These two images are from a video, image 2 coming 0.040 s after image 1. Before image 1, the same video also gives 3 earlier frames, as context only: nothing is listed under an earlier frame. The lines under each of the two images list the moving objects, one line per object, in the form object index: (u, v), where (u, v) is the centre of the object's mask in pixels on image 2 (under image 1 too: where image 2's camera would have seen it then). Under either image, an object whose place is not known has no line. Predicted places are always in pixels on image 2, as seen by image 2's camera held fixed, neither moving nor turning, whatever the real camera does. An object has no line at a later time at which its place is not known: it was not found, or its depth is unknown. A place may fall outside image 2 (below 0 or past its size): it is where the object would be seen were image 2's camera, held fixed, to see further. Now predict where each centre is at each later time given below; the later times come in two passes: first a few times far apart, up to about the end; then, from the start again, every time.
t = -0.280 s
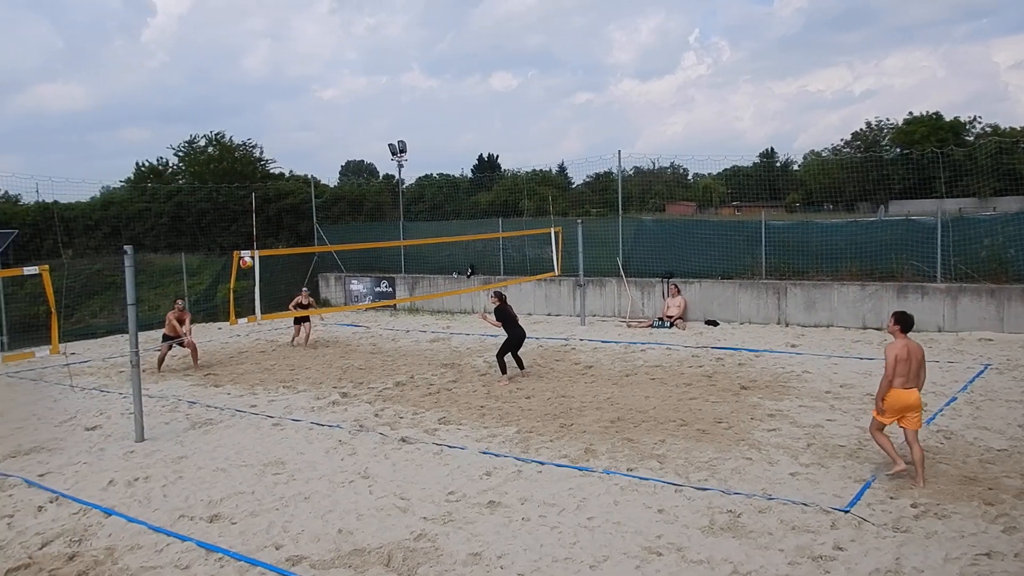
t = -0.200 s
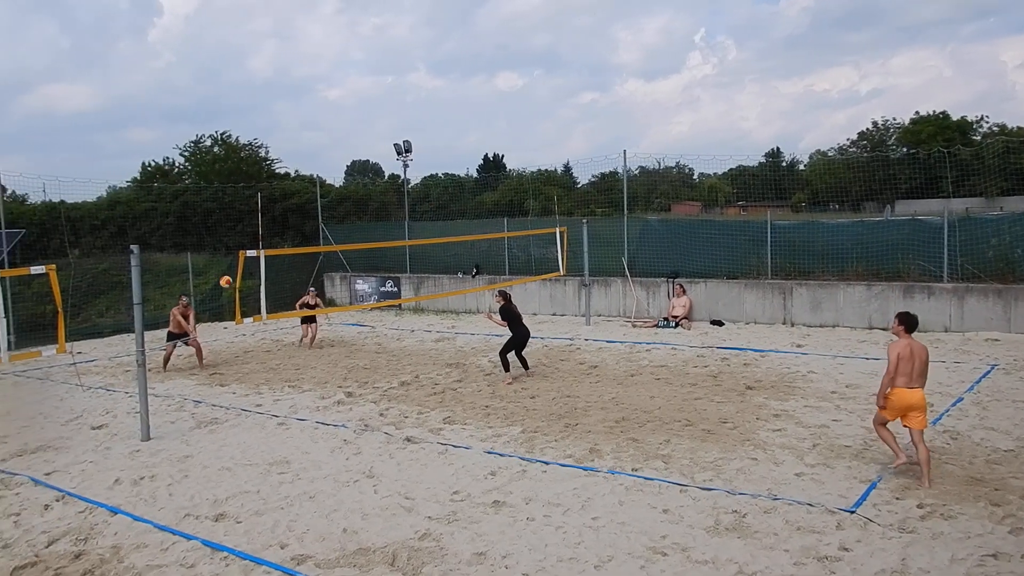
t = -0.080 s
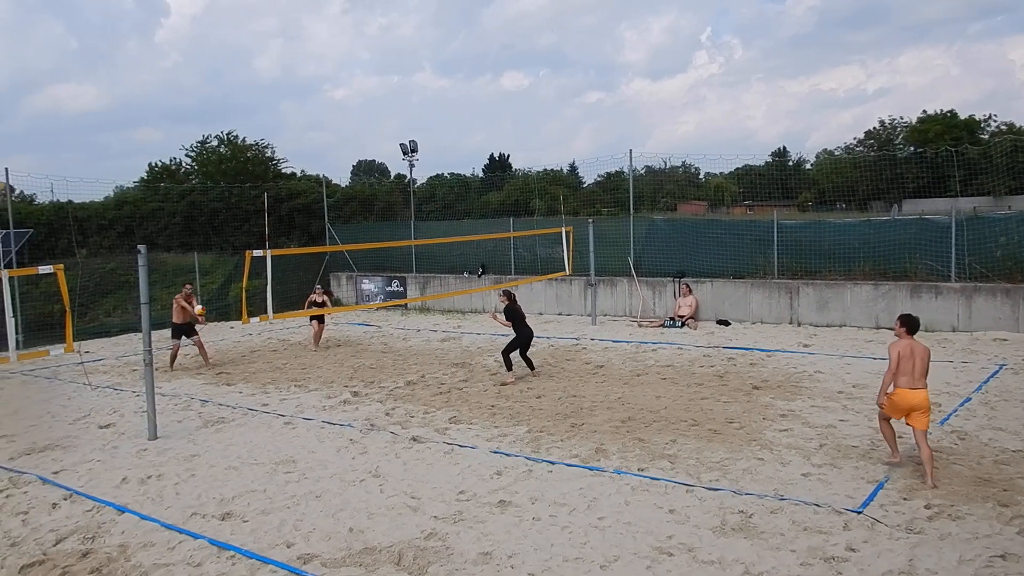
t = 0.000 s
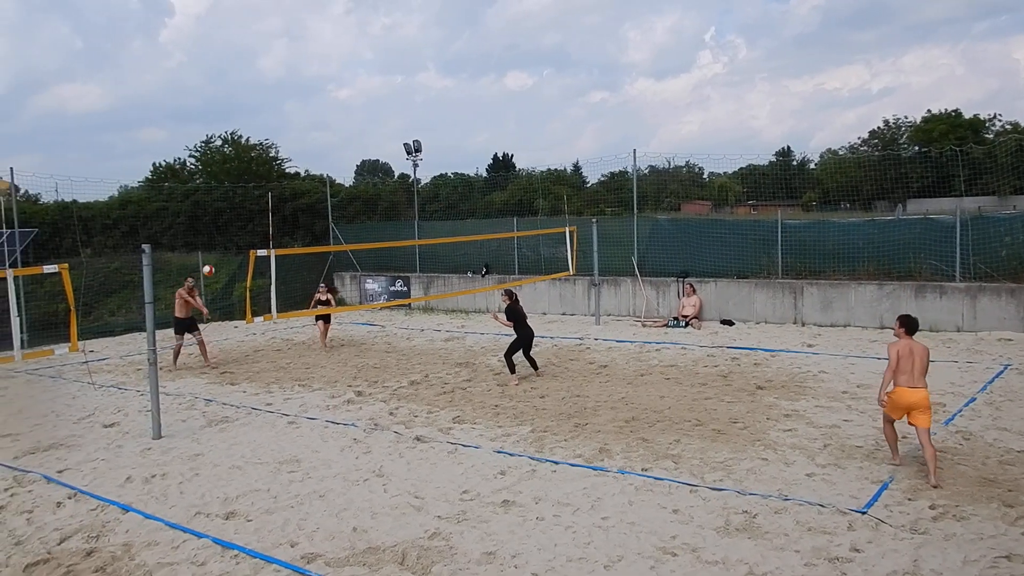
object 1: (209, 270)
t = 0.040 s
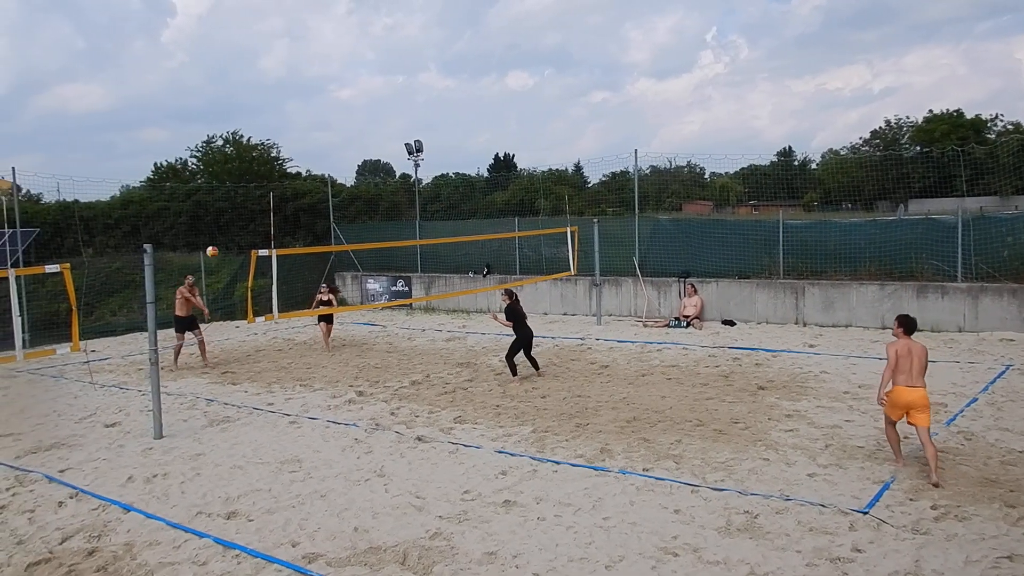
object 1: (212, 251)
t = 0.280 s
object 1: (226, 156)
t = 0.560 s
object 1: (245, 82)
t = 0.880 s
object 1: (267, 46)
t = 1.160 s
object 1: (290, 57)
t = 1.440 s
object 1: (314, 107)
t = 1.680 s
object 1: (336, 178)
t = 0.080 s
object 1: (214, 234)
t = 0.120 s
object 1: (216, 217)
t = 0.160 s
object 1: (219, 200)
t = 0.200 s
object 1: (221, 185)
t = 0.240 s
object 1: (224, 170)
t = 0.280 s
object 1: (226, 156)
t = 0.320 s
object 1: (228, 143)
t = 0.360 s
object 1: (232, 131)
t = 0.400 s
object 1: (234, 120)
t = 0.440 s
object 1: (236, 109)
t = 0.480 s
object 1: (239, 99)
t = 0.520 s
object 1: (242, 90)
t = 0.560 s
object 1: (245, 82)
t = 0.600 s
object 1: (247, 75)
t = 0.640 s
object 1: (250, 68)
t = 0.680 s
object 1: (253, 62)
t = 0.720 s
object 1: (255, 57)
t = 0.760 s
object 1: (258, 54)
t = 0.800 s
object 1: (261, 51)
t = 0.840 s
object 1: (264, 48)
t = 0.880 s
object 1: (267, 46)
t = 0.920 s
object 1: (271, 45)
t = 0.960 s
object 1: (274, 45)
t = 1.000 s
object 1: (277, 46)
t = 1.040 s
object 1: (280, 48)
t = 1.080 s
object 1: (284, 50)
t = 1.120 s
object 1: (287, 53)
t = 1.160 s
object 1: (290, 57)
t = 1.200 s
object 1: (293, 62)
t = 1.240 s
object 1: (297, 68)
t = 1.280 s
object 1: (300, 74)
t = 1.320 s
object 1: (304, 81)
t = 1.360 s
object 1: (307, 89)
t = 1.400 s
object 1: (311, 97)
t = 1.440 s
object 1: (314, 107)
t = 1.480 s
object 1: (318, 118)
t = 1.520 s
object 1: (322, 128)
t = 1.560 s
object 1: (326, 139)
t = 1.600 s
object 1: (329, 151)
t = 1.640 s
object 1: (333, 164)
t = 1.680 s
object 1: (336, 178)
